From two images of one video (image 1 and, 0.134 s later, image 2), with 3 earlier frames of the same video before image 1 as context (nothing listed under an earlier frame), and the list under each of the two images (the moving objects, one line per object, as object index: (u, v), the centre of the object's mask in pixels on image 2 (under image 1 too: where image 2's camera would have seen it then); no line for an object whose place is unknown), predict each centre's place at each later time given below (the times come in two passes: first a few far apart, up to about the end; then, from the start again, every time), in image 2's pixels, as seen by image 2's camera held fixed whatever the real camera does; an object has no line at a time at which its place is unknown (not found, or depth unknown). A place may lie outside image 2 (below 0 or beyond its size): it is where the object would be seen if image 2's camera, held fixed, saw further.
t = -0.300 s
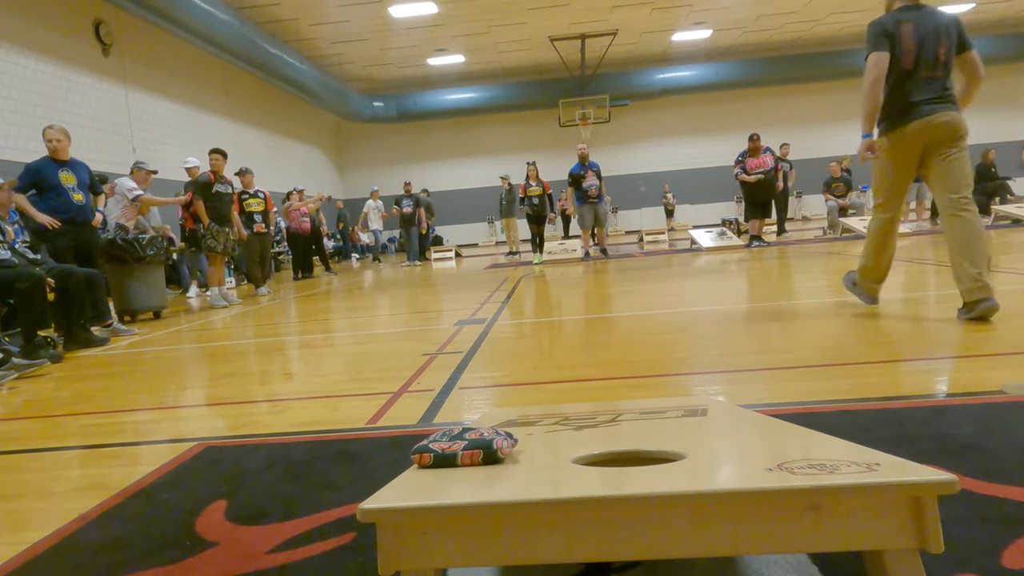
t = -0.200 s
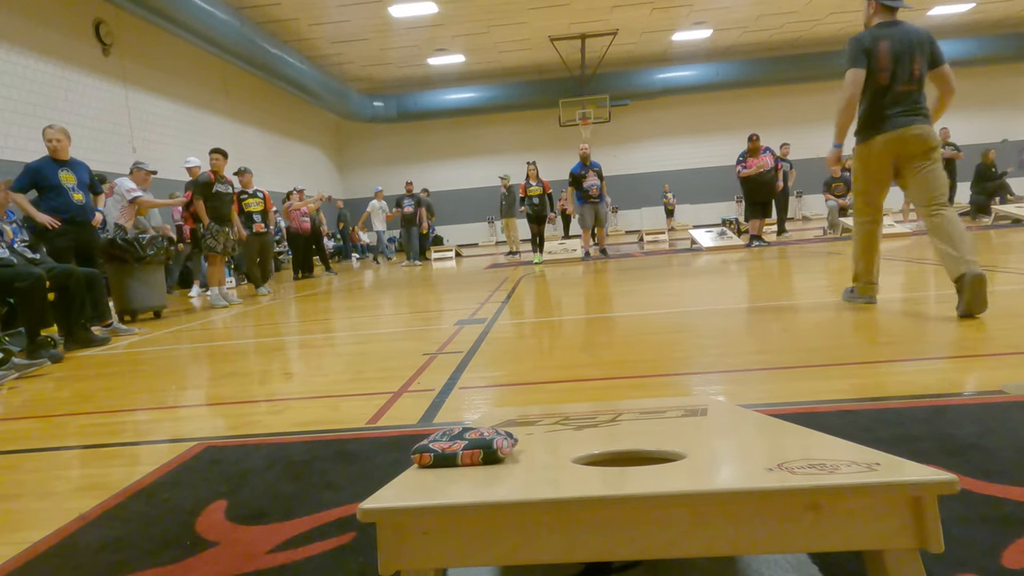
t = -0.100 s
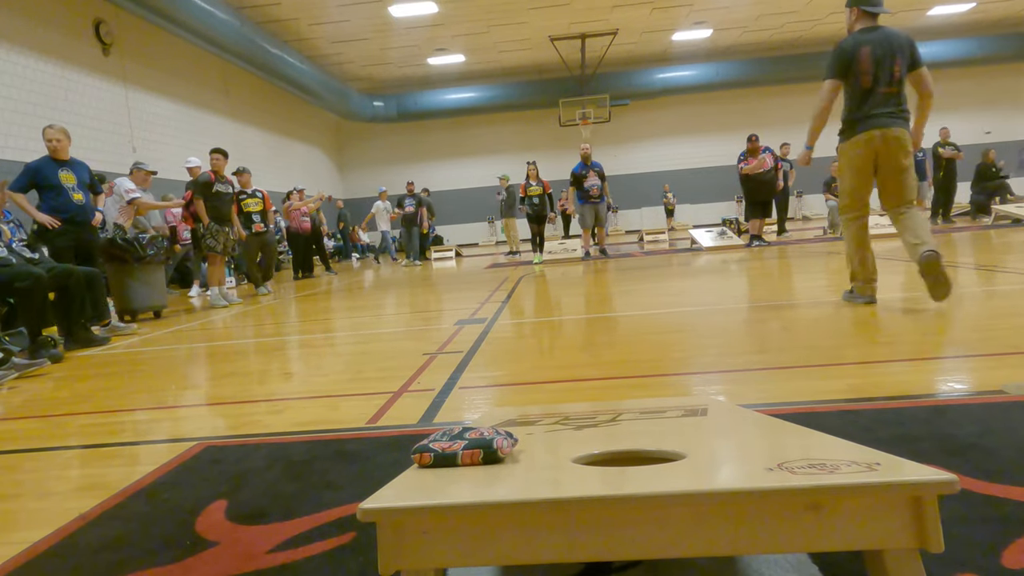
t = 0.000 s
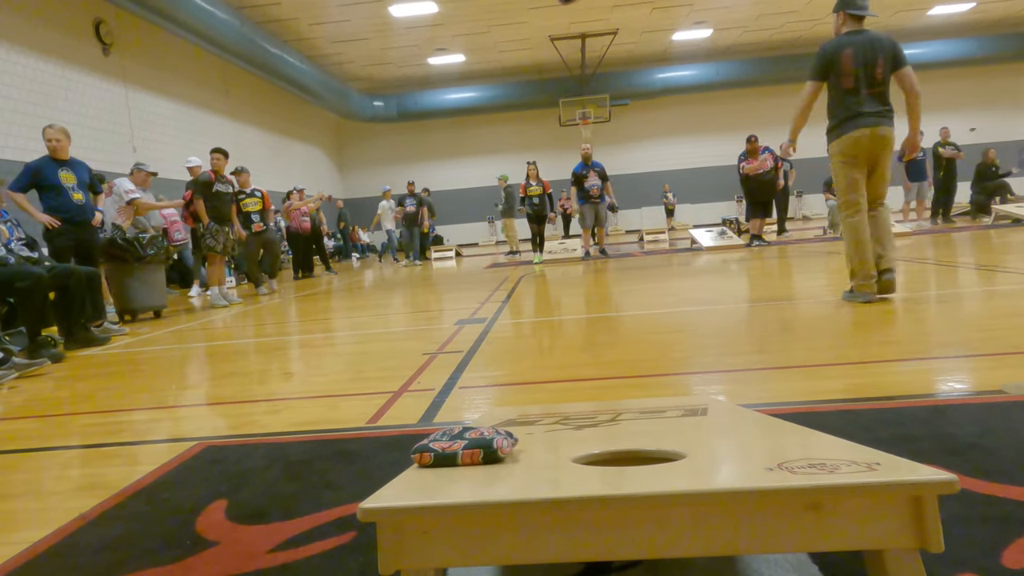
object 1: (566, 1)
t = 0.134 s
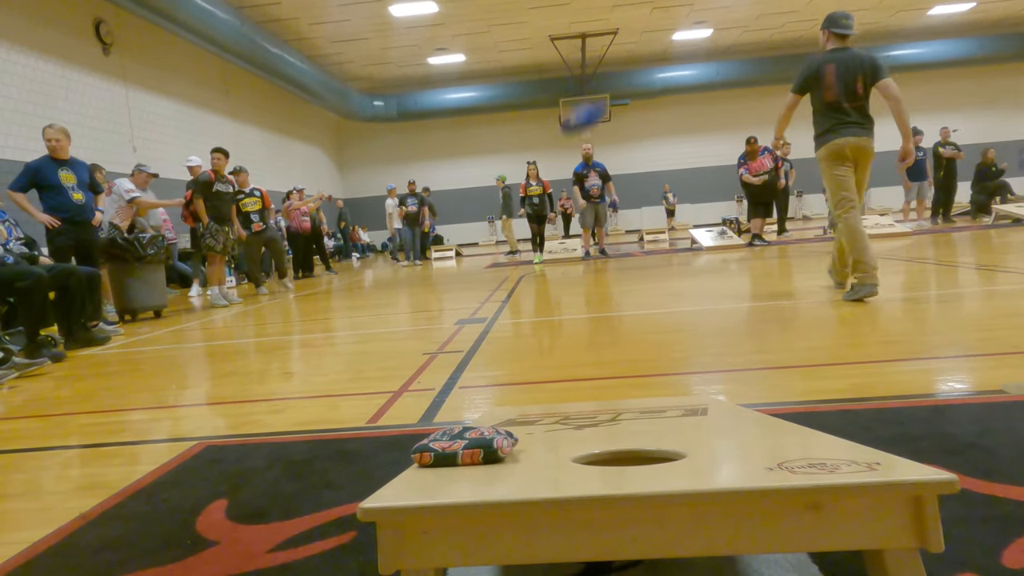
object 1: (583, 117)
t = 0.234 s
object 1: (607, 346)
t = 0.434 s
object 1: (631, 427)
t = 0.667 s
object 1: (636, 460)
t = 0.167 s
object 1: (591, 175)
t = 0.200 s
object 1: (599, 250)
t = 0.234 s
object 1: (607, 346)
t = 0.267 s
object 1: (613, 408)
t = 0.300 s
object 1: (615, 408)
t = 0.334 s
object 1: (619, 412)
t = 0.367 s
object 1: (623, 418)
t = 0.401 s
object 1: (627, 422)
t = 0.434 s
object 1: (631, 427)
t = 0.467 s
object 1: (635, 431)
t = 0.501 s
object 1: (639, 438)
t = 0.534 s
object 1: (641, 445)
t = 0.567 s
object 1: (646, 448)
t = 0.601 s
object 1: (649, 452)
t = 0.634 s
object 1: (645, 455)
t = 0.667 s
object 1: (636, 460)
